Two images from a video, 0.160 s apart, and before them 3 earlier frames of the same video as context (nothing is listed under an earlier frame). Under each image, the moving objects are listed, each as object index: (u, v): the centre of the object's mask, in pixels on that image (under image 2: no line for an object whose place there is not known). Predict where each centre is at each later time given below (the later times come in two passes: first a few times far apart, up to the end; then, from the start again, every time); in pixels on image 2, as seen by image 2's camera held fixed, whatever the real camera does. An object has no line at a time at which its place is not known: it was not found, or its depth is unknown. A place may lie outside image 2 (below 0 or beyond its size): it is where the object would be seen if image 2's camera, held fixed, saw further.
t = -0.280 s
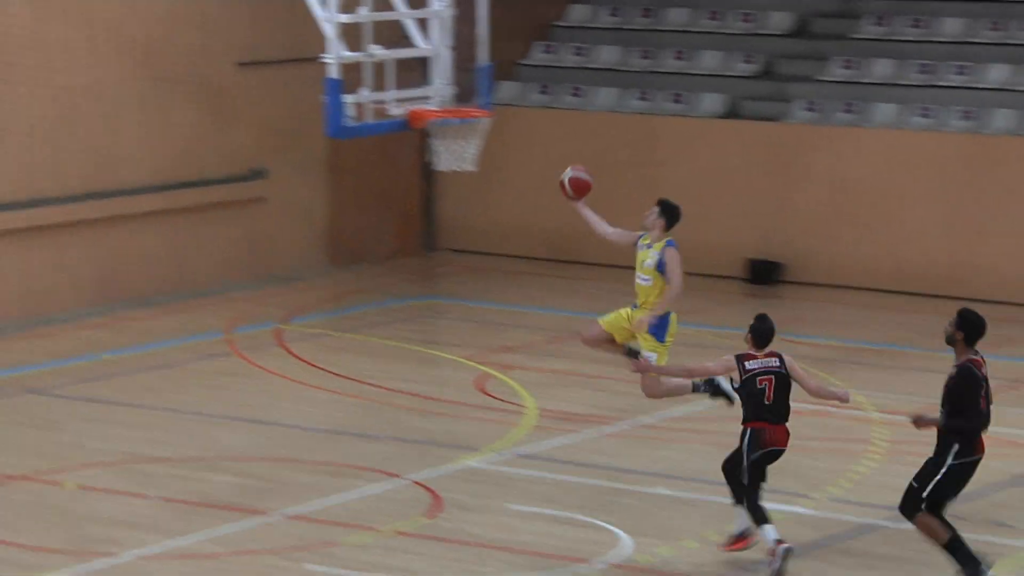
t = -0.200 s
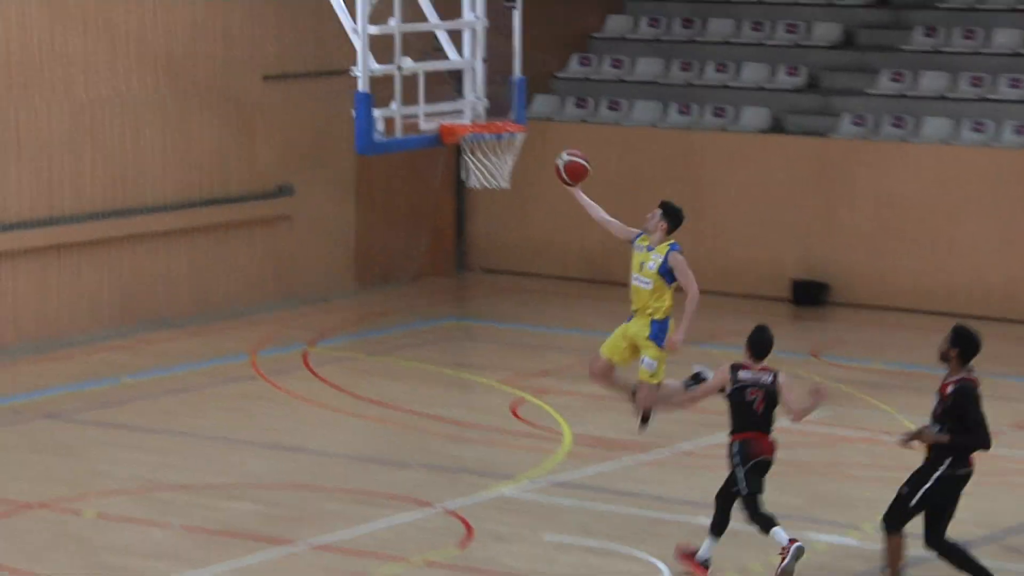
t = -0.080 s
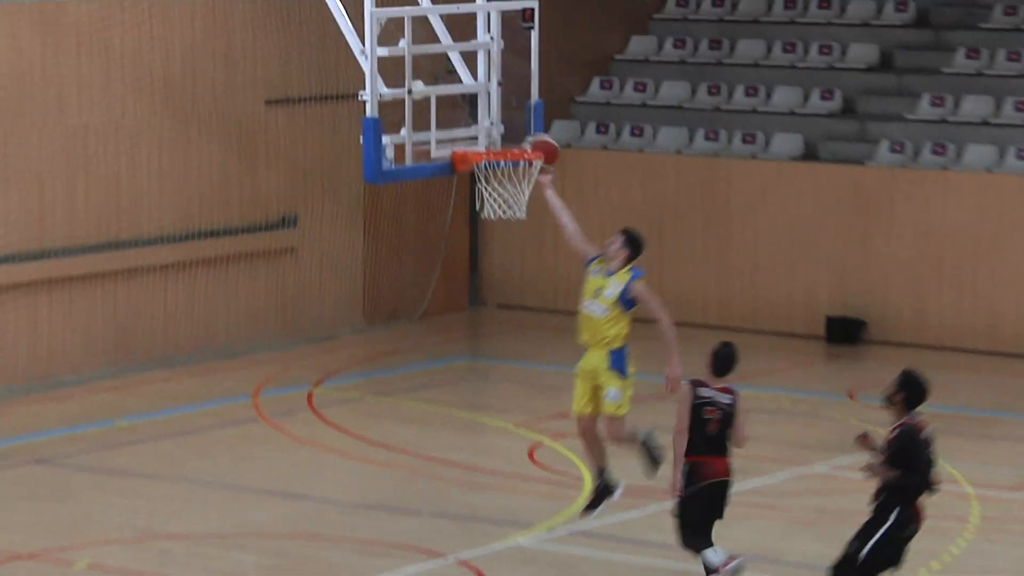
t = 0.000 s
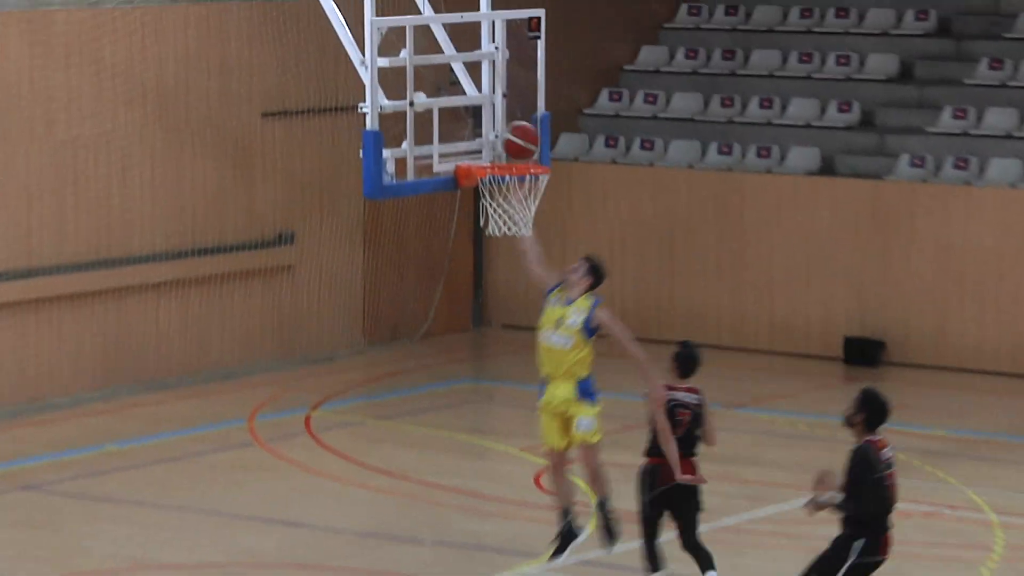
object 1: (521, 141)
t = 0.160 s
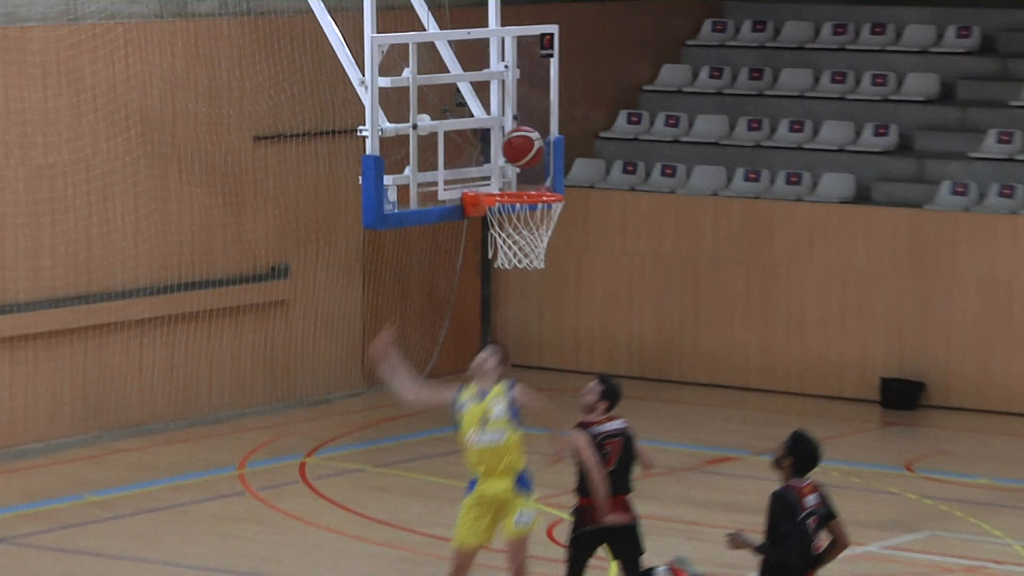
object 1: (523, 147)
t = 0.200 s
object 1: (526, 150)
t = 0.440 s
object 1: (523, 205)
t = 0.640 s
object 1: (492, 253)
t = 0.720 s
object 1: (488, 264)
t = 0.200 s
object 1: (526, 150)
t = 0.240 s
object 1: (529, 155)
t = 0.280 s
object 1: (533, 163)
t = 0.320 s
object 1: (536, 173)
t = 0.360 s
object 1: (539, 183)
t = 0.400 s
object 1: (534, 194)
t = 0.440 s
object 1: (523, 205)
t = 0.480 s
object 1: (511, 219)
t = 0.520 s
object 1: (501, 230)
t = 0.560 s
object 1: (492, 236)
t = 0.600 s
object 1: (492, 238)
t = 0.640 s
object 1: (492, 253)
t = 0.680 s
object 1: (488, 259)
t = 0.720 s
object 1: (488, 264)
